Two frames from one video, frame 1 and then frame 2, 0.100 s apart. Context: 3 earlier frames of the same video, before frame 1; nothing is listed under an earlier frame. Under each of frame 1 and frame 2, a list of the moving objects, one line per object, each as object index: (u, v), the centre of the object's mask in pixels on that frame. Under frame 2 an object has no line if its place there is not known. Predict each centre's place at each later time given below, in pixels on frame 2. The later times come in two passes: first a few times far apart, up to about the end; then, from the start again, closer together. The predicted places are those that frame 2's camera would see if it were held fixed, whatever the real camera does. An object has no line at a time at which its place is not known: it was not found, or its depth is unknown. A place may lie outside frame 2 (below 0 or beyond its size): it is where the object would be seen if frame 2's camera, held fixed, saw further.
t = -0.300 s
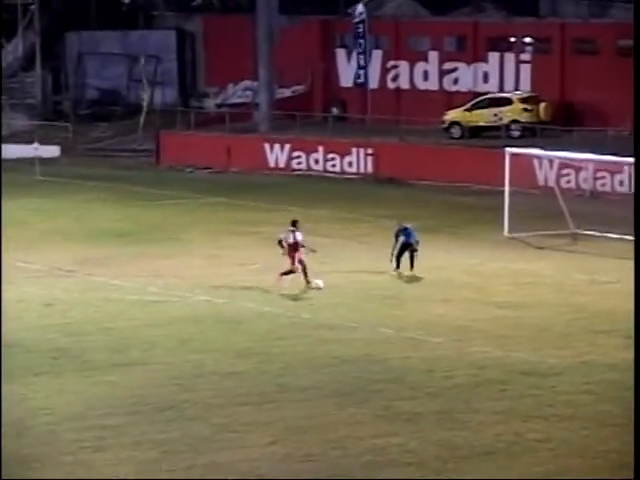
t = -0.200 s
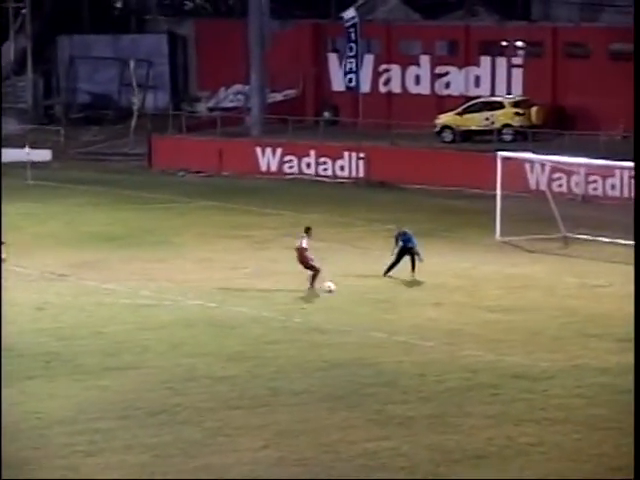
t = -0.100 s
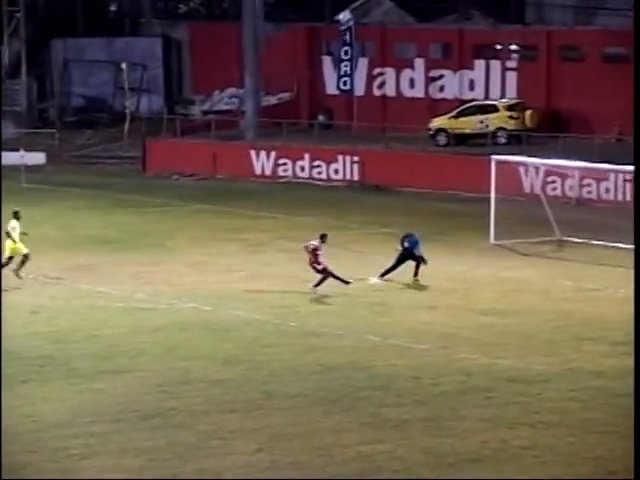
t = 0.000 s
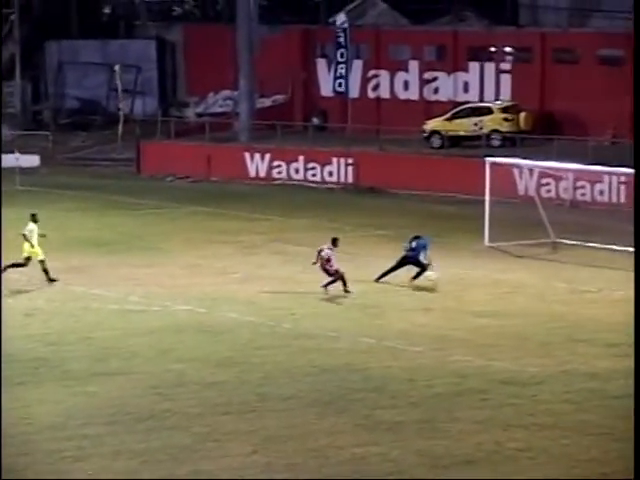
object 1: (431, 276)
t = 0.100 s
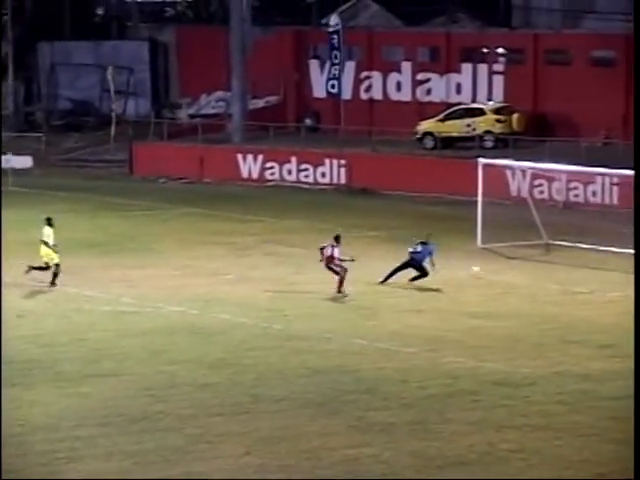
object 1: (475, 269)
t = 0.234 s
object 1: (536, 260)
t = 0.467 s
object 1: (617, 250)
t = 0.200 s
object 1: (521, 263)
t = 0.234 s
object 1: (536, 260)
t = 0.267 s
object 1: (549, 260)
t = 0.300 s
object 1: (562, 259)
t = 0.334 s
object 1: (575, 261)
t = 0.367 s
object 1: (587, 261)
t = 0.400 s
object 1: (599, 257)
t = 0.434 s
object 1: (608, 252)
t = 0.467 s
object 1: (617, 250)
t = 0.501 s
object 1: (629, 248)
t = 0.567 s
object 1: (648, 246)
